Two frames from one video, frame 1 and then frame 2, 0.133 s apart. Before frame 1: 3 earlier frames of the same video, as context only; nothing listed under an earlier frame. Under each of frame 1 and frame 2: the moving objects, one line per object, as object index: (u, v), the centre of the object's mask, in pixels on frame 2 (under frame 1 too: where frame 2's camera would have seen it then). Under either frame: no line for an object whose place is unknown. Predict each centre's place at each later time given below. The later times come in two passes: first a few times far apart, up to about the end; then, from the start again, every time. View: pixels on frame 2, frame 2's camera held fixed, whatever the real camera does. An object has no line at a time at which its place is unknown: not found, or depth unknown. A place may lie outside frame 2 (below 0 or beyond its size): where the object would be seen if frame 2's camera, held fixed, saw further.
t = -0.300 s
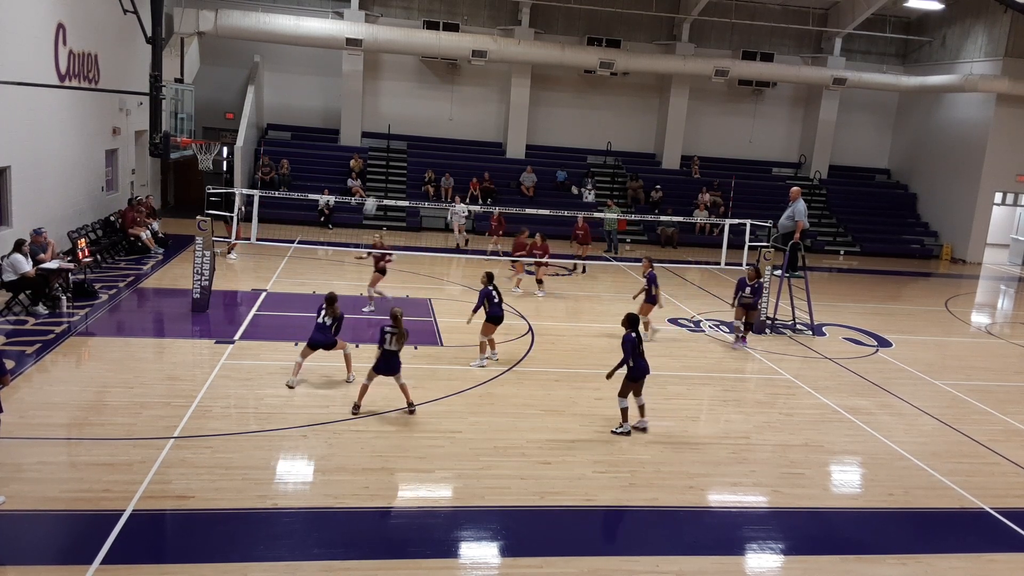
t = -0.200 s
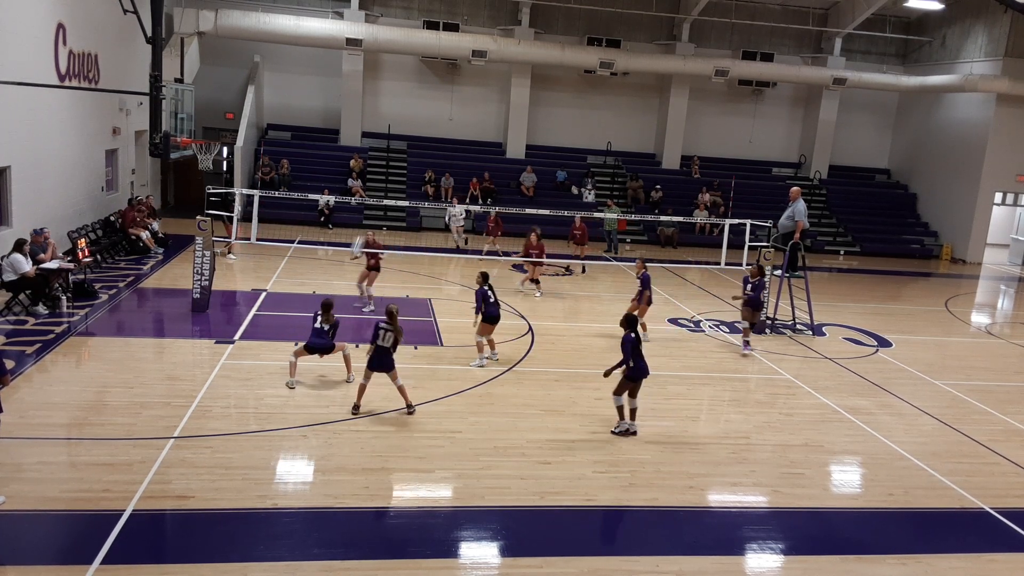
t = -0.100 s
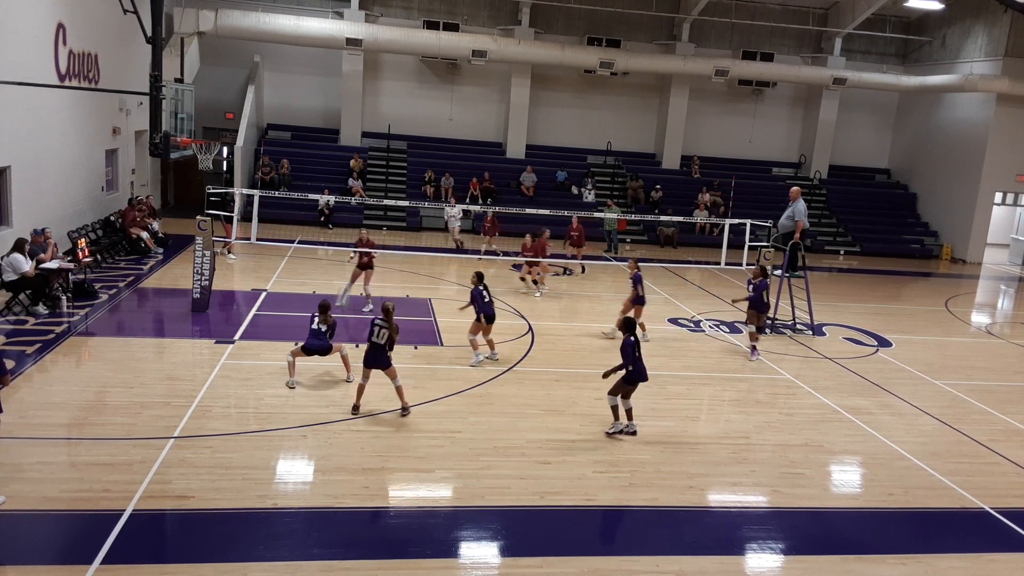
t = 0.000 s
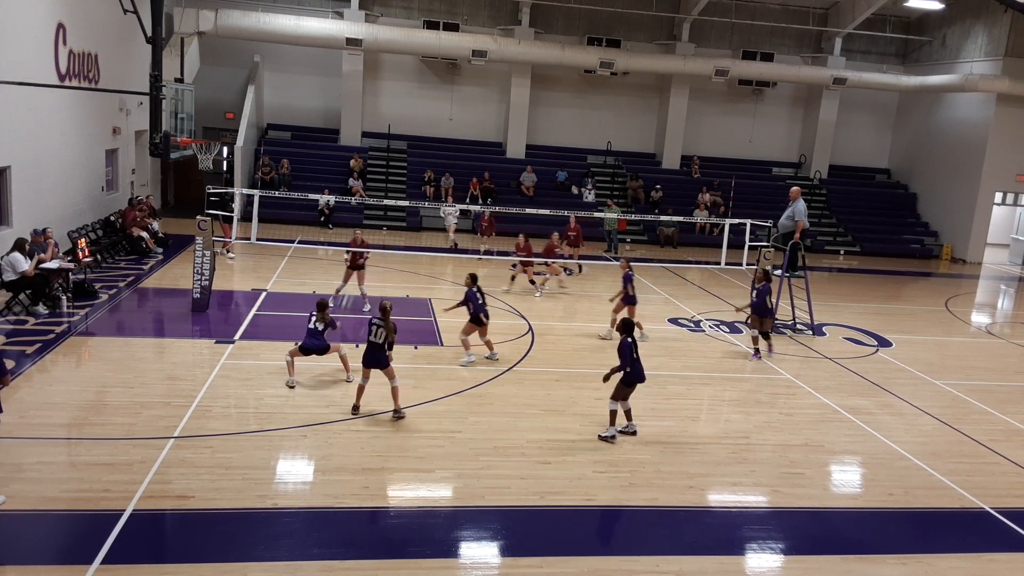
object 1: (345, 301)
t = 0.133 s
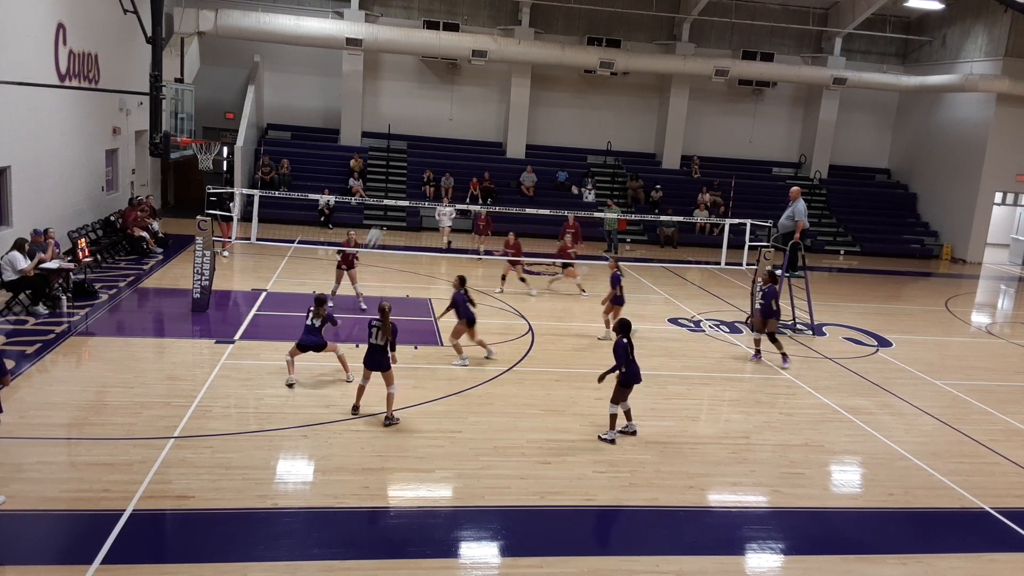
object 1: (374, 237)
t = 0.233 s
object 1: (393, 200)
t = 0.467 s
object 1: (435, 140)
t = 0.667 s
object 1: (467, 116)
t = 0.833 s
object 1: (491, 116)
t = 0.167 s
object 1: (381, 223)
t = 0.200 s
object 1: (386, 213)
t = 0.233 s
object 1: (393, 200)
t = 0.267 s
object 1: (399, 189)
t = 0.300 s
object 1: (405, 178)
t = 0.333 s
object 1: (411, 170)
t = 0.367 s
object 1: (417, 161)
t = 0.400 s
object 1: (423, 153)
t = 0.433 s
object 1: (429, 146)
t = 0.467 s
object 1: (435, 140)
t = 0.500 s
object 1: (440, 134)
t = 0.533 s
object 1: (446, 128)
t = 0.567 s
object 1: (451, 124)
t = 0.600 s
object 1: (456, 121)
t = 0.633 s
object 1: (461, 118)
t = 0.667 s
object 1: (467, 116)
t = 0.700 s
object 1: (472, 115)
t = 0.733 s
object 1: (477, 114)
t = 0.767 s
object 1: (482, 114)
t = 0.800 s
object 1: (487, 115)
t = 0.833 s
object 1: (491, 116)
